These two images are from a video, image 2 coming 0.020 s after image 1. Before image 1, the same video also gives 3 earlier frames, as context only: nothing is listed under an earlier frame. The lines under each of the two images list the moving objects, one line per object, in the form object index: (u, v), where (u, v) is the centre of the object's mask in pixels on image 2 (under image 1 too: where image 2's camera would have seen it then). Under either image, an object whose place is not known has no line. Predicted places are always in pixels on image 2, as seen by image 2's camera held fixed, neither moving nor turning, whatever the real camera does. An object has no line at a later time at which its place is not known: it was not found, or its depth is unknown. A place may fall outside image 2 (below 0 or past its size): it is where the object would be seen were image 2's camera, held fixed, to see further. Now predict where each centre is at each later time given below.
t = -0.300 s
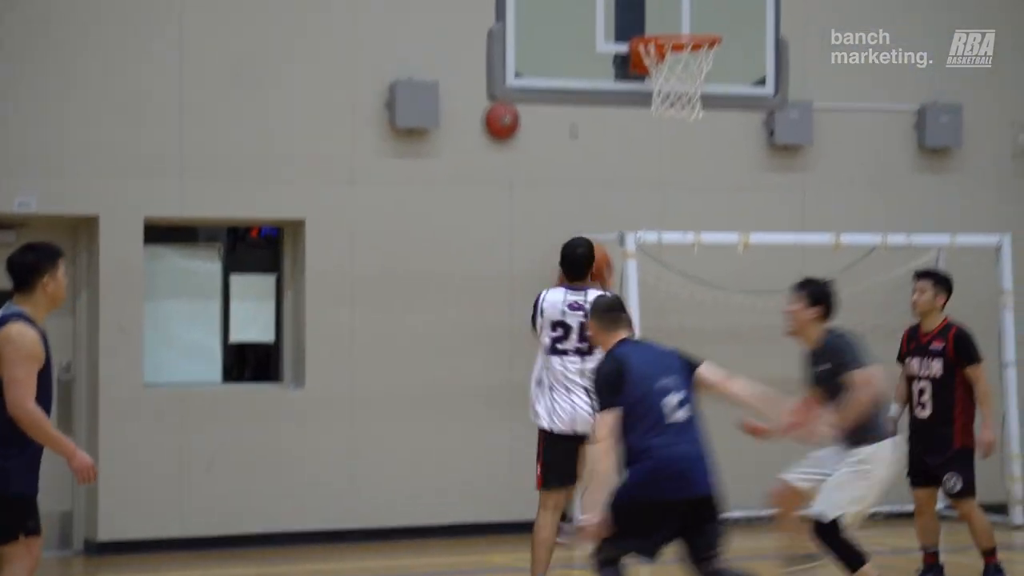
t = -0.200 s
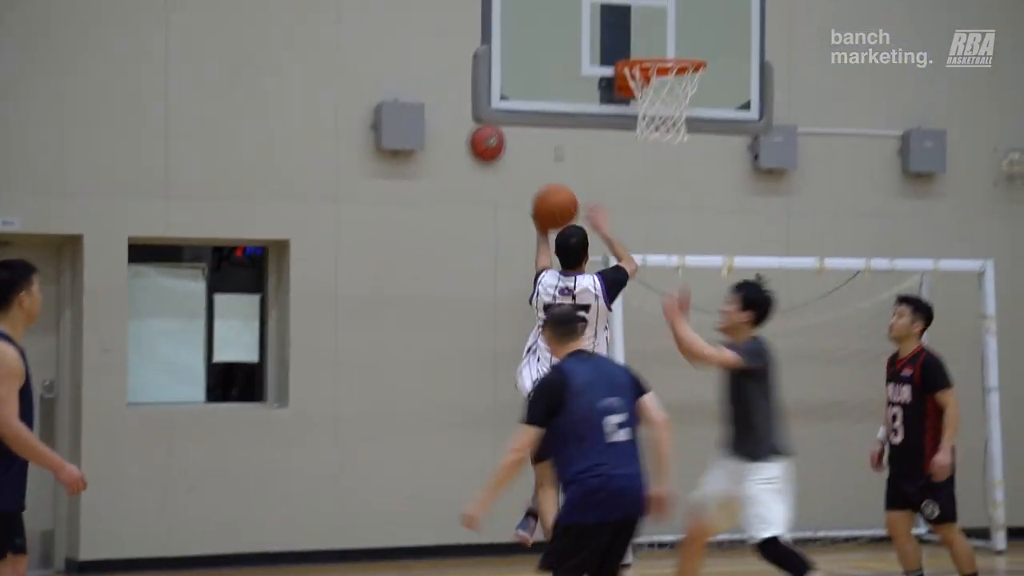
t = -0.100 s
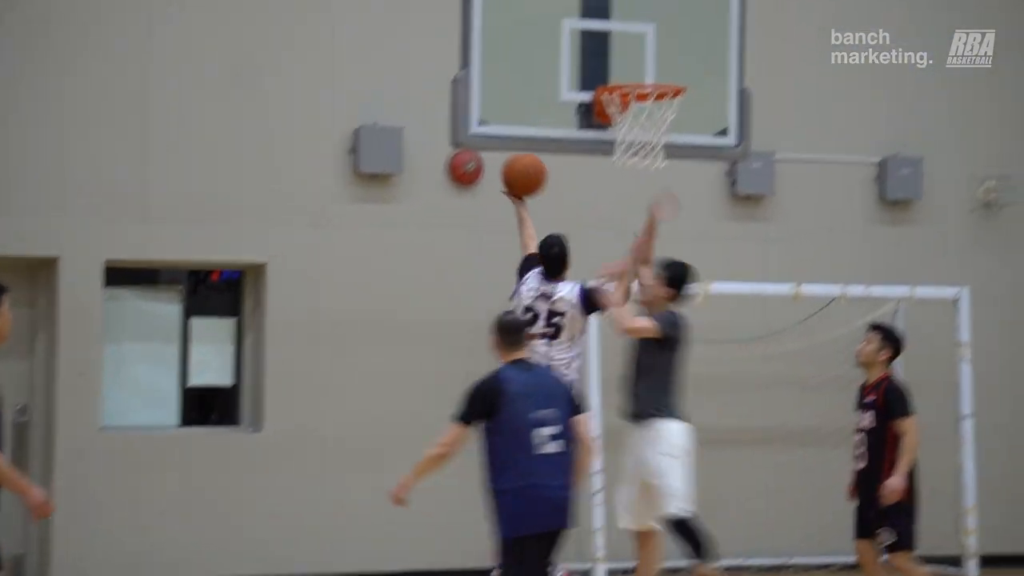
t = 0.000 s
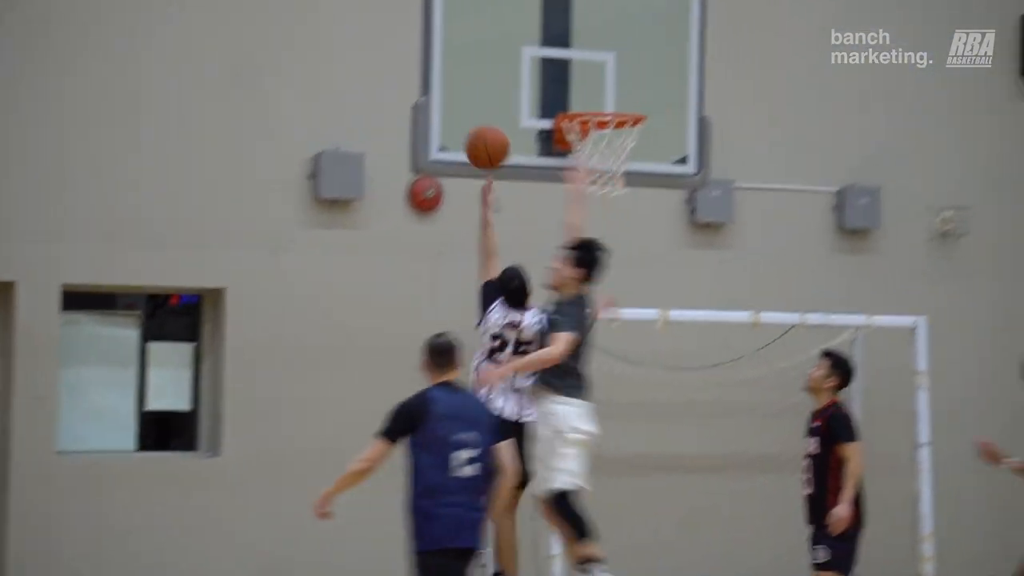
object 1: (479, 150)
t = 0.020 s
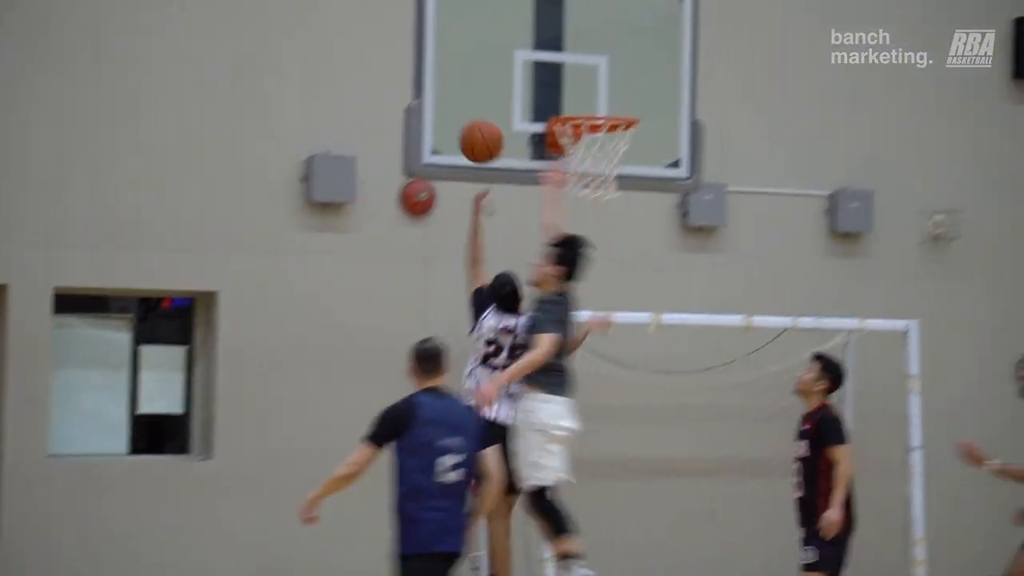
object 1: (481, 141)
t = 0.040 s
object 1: (483, 133)
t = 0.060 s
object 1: (485, 125)
